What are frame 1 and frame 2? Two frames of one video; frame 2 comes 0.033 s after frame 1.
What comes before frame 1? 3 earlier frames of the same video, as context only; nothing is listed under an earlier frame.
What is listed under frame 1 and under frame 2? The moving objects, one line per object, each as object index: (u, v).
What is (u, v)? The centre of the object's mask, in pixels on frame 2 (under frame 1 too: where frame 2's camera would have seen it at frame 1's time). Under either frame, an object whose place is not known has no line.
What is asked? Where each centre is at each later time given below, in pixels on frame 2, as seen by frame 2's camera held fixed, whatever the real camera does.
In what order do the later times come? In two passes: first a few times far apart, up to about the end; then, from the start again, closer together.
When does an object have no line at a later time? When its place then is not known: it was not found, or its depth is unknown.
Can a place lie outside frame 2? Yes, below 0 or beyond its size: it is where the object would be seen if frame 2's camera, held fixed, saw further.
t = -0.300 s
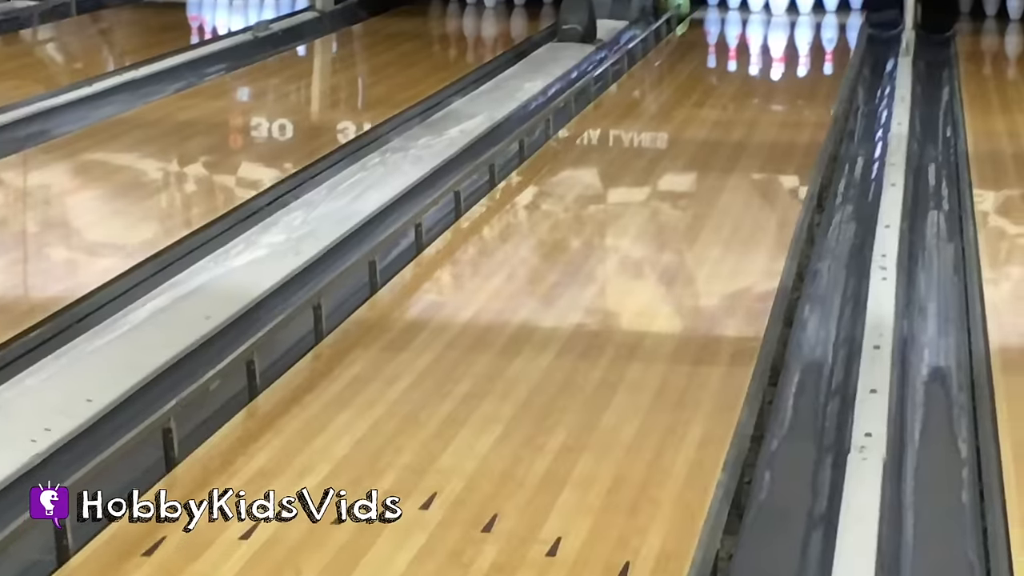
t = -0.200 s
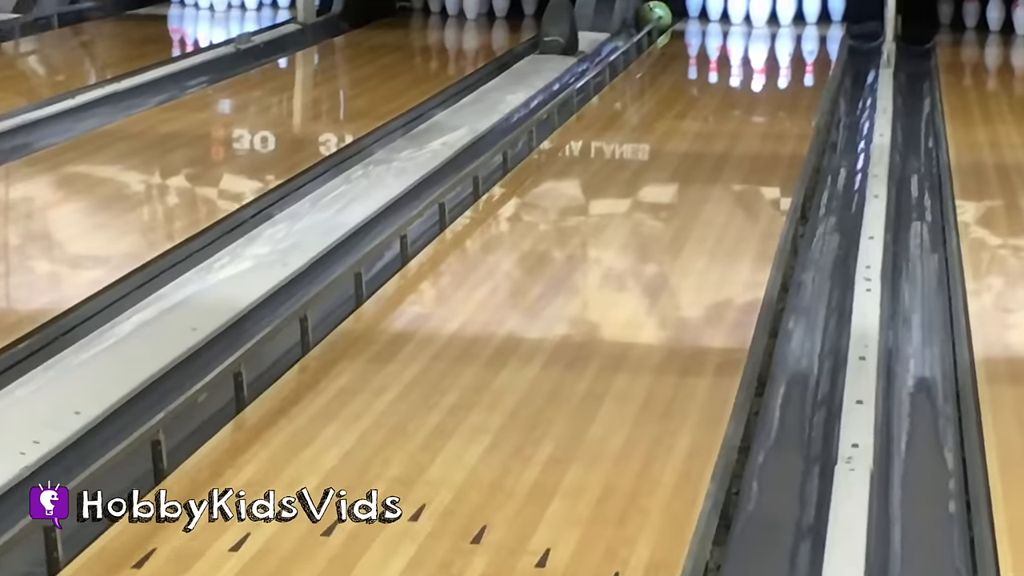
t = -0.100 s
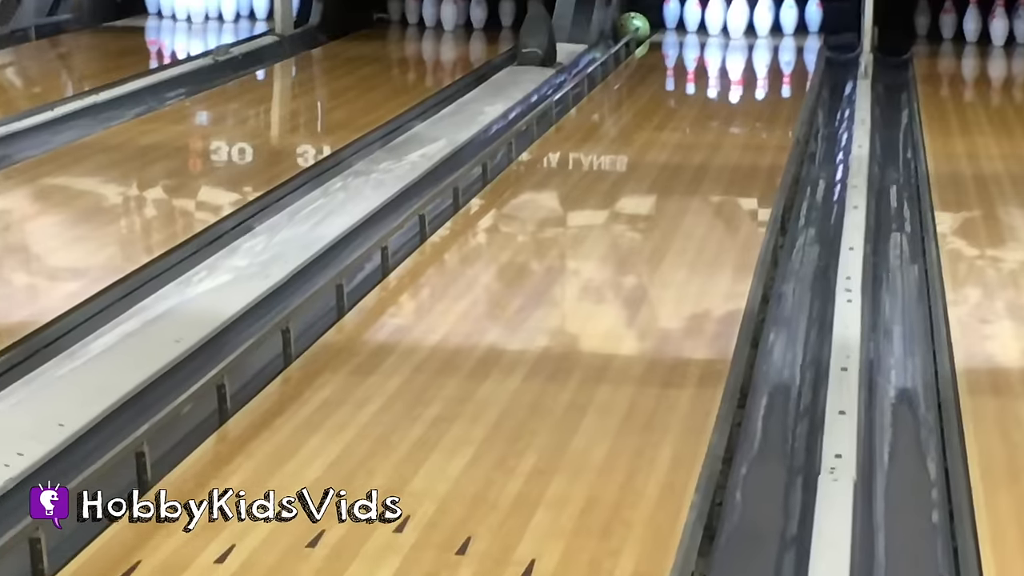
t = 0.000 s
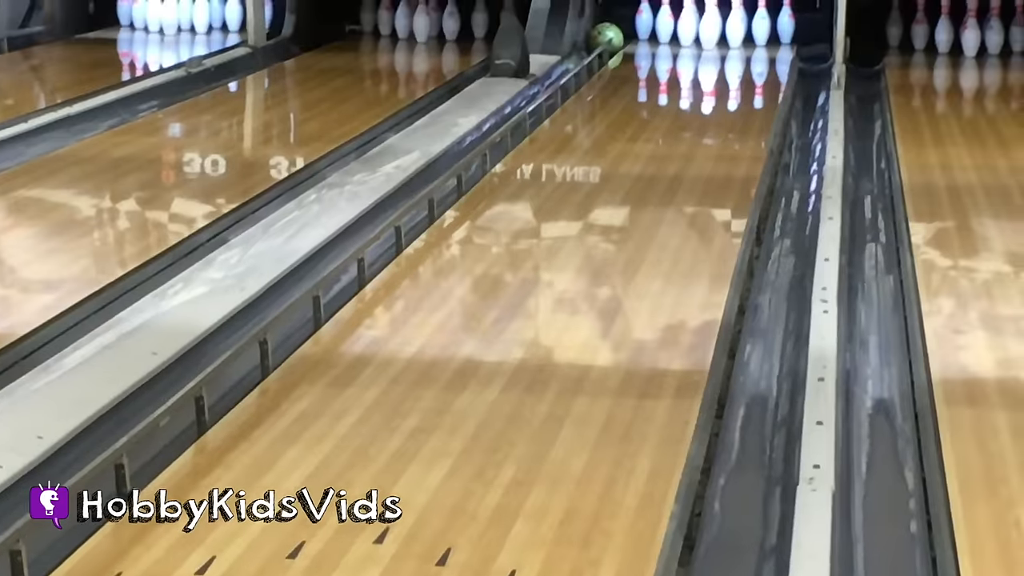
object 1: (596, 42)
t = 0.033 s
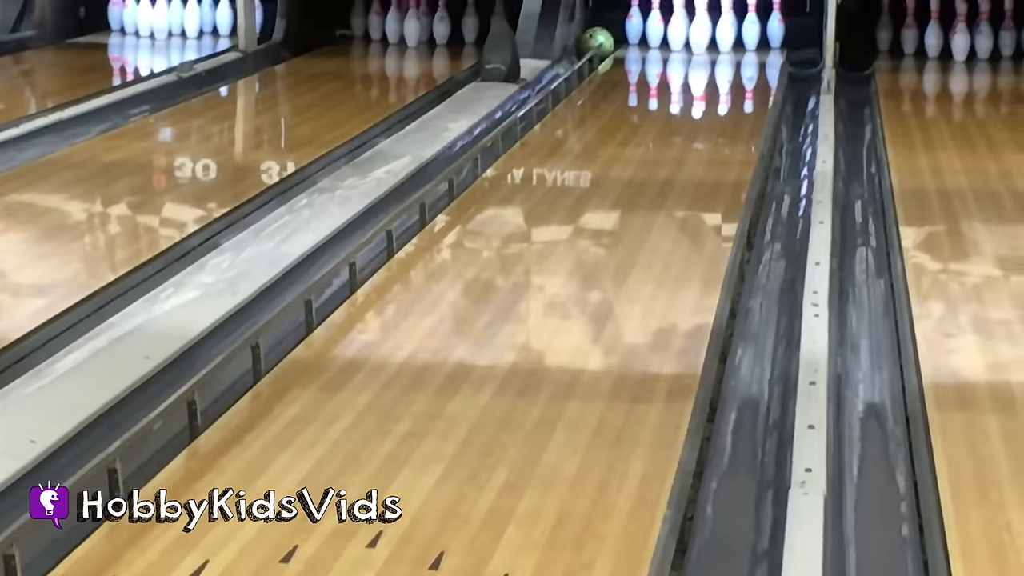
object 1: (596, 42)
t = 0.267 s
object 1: (603, 39)
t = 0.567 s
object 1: (605, 39)
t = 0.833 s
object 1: (603, 39)
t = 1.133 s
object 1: (602, 38)
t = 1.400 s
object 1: (604, 38)
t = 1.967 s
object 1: (606, 37)
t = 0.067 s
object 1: (597, 41)
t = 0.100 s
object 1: (598, 41)
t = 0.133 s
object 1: (600, 40)
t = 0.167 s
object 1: (603, 40)
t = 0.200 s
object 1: (603, 40)
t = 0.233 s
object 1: (603, 39)
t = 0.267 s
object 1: (603, 39)
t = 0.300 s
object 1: (603, 39)
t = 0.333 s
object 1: (604, 39)
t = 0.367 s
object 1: (604, 39)
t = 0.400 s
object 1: (604, 39)
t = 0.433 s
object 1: (604, 39)
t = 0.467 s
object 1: (605, 39)
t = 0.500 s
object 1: (604, 39)
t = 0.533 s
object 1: (604, 39)
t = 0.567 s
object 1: (605, 39)
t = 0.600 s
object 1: (603, 39)
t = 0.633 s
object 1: (603, 38)
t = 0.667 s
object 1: (602, 39)
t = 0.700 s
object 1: (602, 39)
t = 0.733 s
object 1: (602, 39)
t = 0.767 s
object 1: (602, 39)
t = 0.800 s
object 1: (602, 39)
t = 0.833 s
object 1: (603, 39)
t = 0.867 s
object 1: (602, 39)
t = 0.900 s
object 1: (602, 39)
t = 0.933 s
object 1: (602, 39)
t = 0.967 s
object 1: (602, 38)
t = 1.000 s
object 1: (602, 39)
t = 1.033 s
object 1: (602, 39)
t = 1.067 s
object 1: (603, 38)
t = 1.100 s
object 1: (603, 39)
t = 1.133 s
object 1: (602, 38)
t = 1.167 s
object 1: (602, 39)
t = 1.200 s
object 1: (603, 38)
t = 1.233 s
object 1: (603, 37)
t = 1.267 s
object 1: (603, 38)
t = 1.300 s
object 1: (604, 38)
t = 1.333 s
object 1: (604, 37)
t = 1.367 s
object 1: (604, 38)
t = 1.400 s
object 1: (604, 38)
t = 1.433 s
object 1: (604, 38)
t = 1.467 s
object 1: (605, 37)
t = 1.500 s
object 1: (604, 37)
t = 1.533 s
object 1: (604, 37)
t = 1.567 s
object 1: (605, 37)
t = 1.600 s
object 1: (604, 38)
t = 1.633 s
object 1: (605, 38)
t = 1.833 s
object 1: (606, 38)
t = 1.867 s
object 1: (606, 37)
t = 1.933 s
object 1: (606, 37)
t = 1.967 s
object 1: (606, 37)
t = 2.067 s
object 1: (606, 37)
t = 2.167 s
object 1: (606, 37)
